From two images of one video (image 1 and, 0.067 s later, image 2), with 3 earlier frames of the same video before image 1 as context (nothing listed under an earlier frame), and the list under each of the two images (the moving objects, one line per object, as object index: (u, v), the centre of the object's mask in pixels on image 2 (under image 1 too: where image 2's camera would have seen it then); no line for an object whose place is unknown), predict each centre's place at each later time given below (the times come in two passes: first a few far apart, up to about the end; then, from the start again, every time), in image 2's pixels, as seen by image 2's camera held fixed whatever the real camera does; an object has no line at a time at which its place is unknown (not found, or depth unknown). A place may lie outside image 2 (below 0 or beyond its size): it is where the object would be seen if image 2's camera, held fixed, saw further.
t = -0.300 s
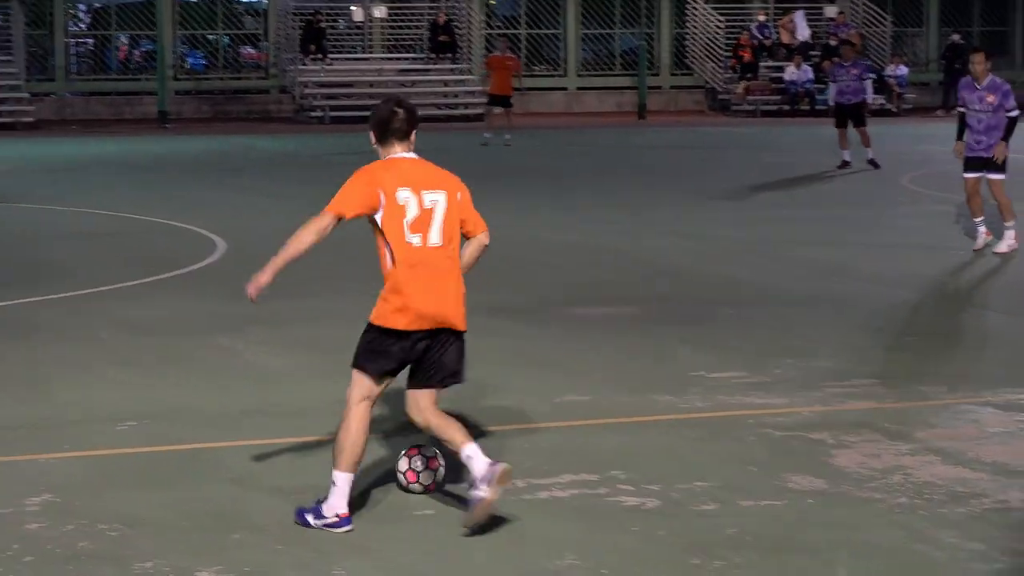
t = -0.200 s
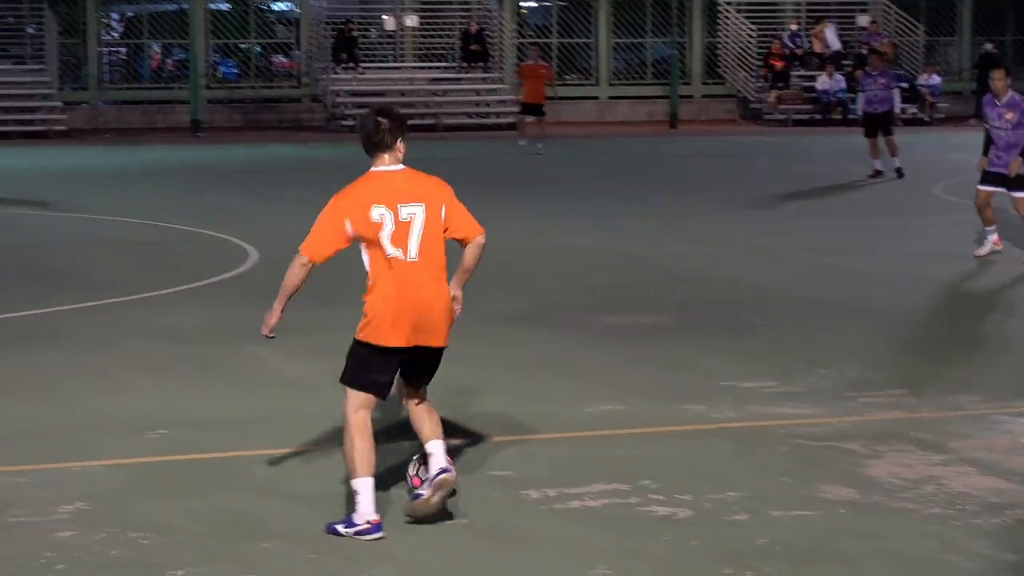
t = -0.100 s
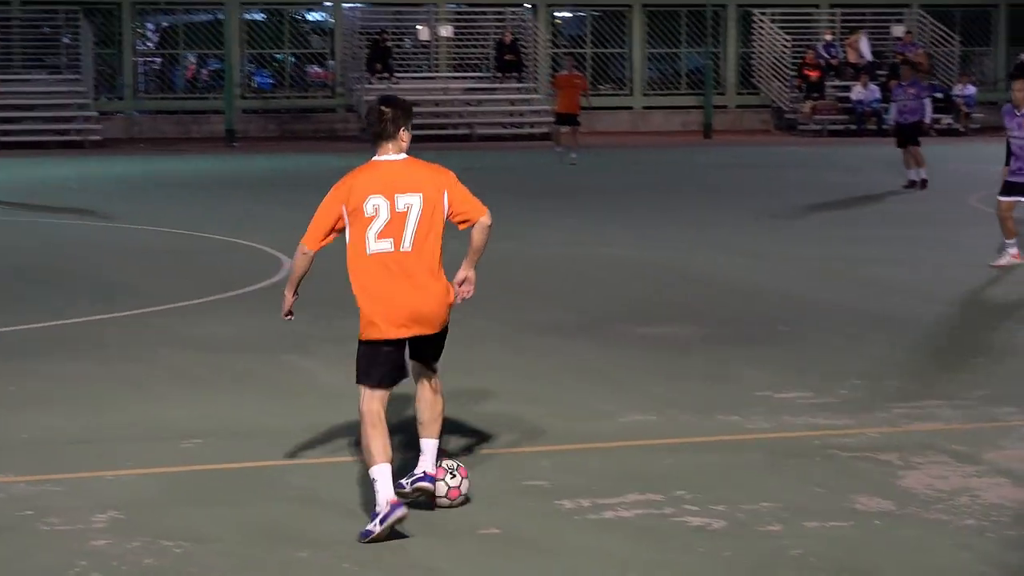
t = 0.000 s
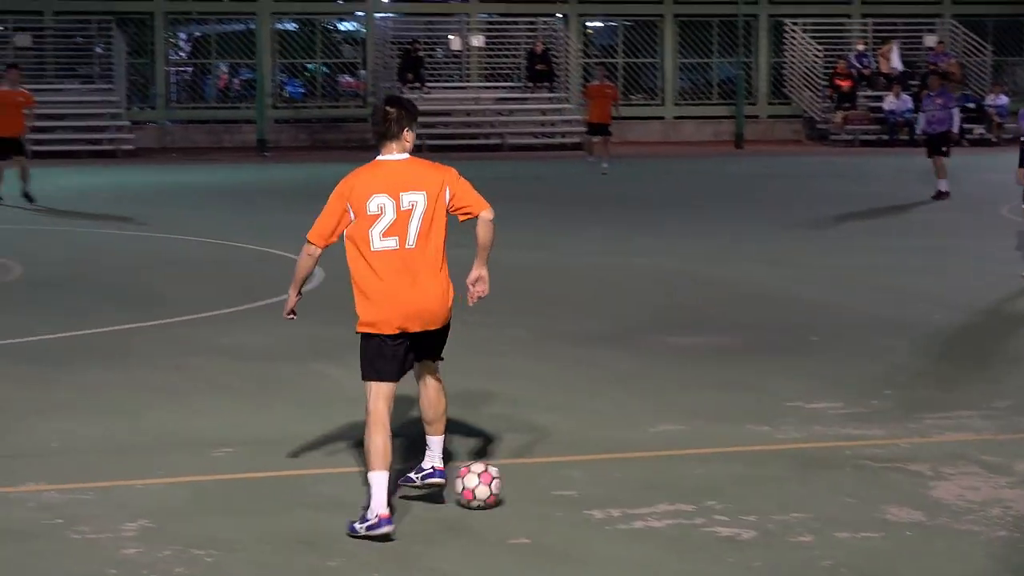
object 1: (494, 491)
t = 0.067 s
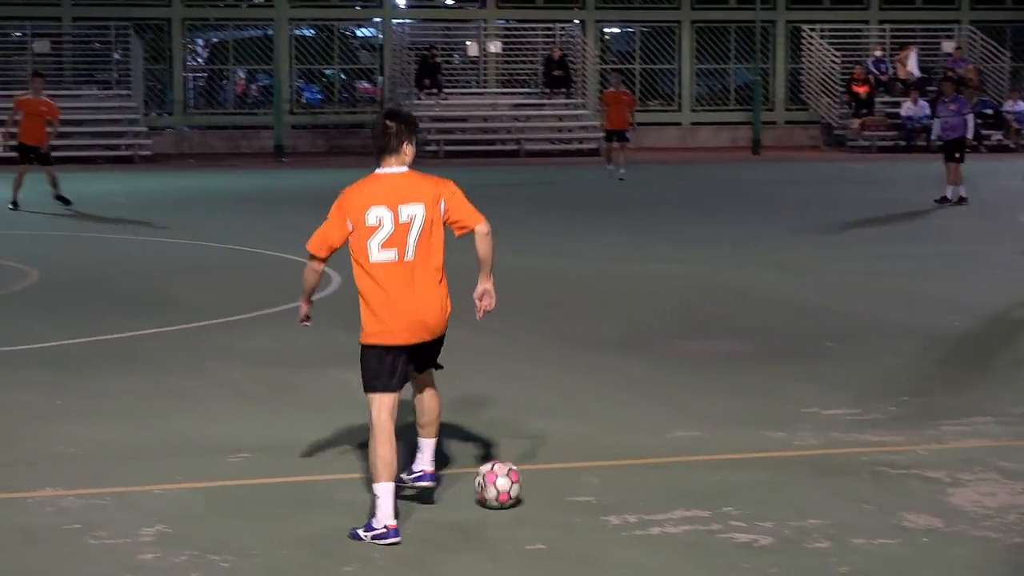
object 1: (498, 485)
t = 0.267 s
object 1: (507, 472)
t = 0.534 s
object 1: (520, 455)
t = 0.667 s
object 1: (526, 448)
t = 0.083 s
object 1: (499, 485)
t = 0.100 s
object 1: (499, 484)
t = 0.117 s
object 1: (500, 482)
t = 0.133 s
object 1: (501, 480)
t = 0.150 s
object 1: (502, 479)
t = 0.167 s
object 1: (502, 479)
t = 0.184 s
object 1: (503, 478)
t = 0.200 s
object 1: (504, 477)
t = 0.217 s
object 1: (505, 475)
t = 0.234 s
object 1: (506, 474)
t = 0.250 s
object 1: (507, 473)
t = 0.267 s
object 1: (507, 472)
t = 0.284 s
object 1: (508, 472)
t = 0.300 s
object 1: (509, 470)
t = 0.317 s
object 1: (510, 469)
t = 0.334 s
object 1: (511, 468)
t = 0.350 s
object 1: (511, 467)
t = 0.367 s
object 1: (512, 466)
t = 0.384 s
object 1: (513, 465)
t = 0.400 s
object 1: (514, 464)
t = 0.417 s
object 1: (515, 463)
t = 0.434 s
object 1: (516, 461)
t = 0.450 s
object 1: (517, 461)
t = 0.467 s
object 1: (517, 459)
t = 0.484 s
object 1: (518, 459)
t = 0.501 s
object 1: (519, 458)
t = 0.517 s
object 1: (519, 457)
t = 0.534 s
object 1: (520, 455)
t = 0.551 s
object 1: (521, 455)
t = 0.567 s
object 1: (522, 454)
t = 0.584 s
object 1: (522, 453)
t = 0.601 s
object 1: (523, 452)
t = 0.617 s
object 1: (524, 450)
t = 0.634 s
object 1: (525, 449)
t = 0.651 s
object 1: (525, 448)
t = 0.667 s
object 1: (526, 448)
